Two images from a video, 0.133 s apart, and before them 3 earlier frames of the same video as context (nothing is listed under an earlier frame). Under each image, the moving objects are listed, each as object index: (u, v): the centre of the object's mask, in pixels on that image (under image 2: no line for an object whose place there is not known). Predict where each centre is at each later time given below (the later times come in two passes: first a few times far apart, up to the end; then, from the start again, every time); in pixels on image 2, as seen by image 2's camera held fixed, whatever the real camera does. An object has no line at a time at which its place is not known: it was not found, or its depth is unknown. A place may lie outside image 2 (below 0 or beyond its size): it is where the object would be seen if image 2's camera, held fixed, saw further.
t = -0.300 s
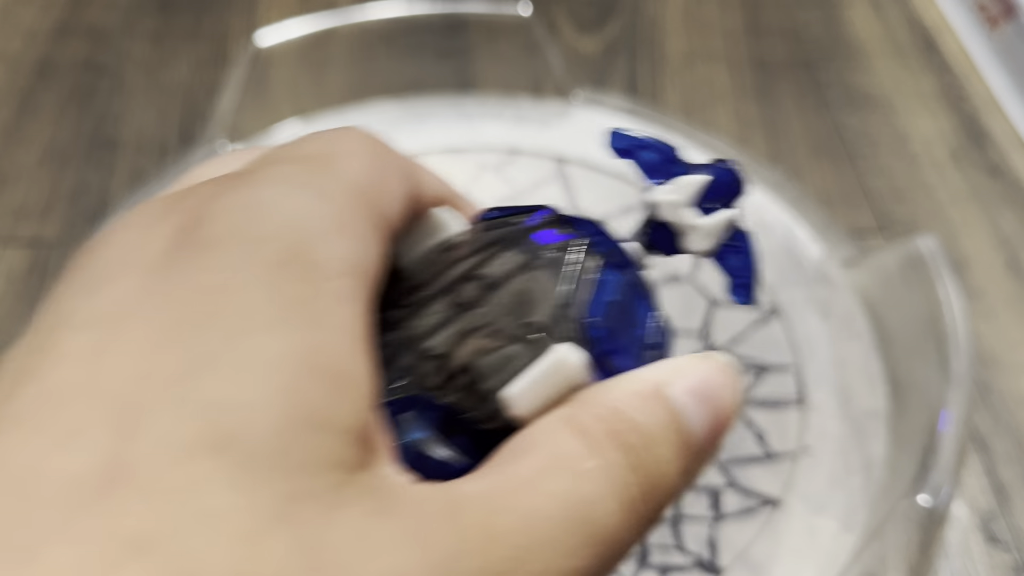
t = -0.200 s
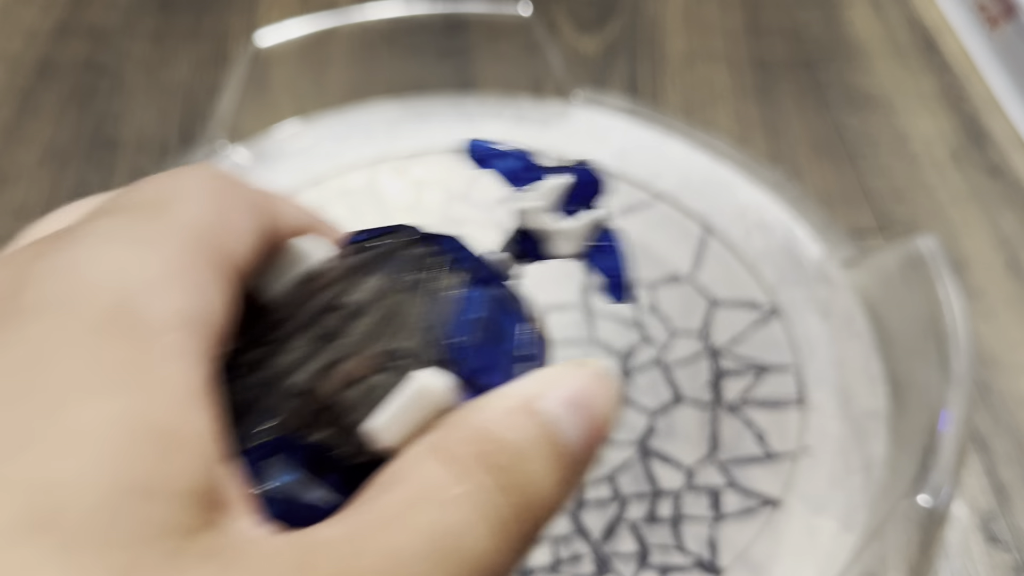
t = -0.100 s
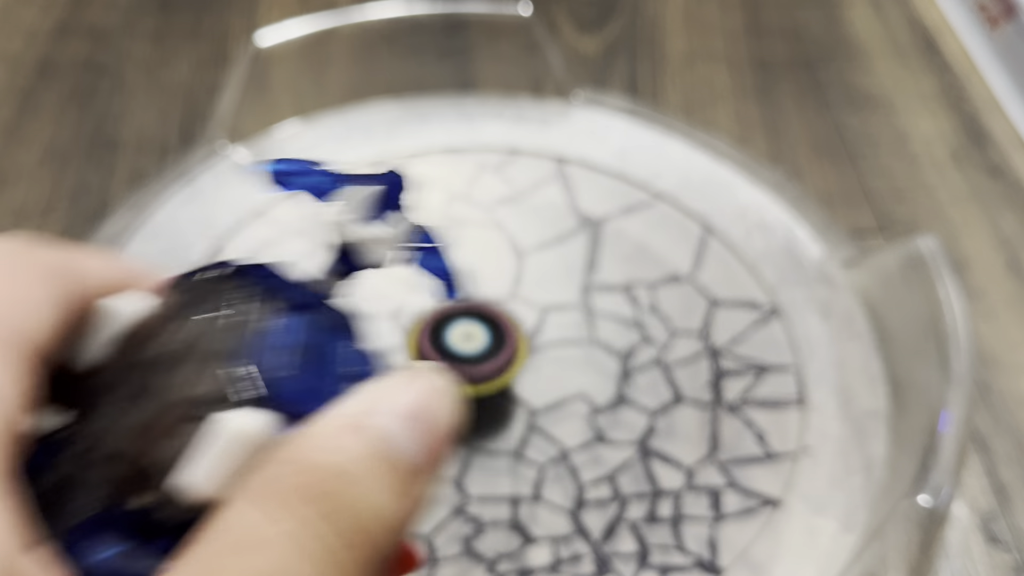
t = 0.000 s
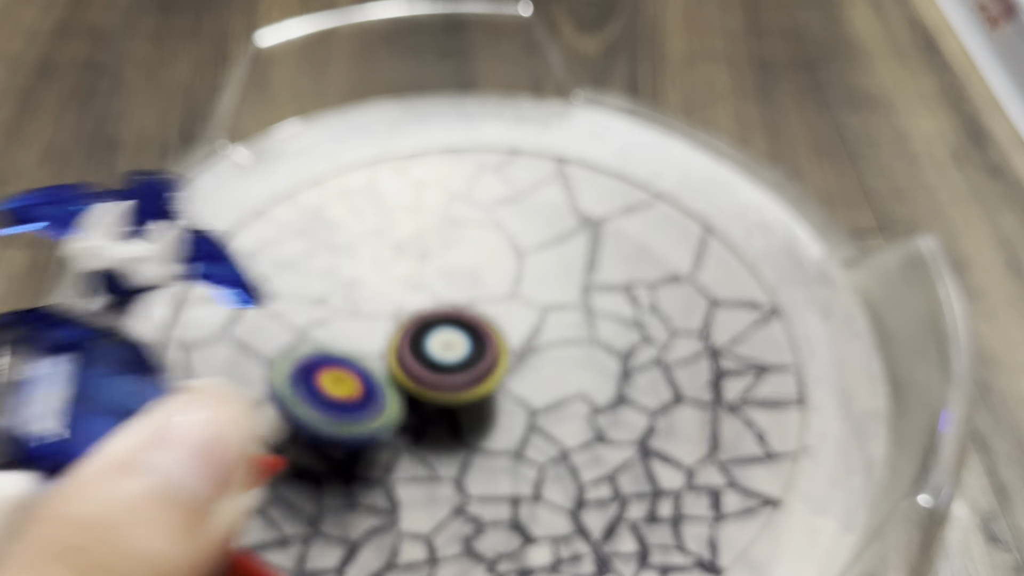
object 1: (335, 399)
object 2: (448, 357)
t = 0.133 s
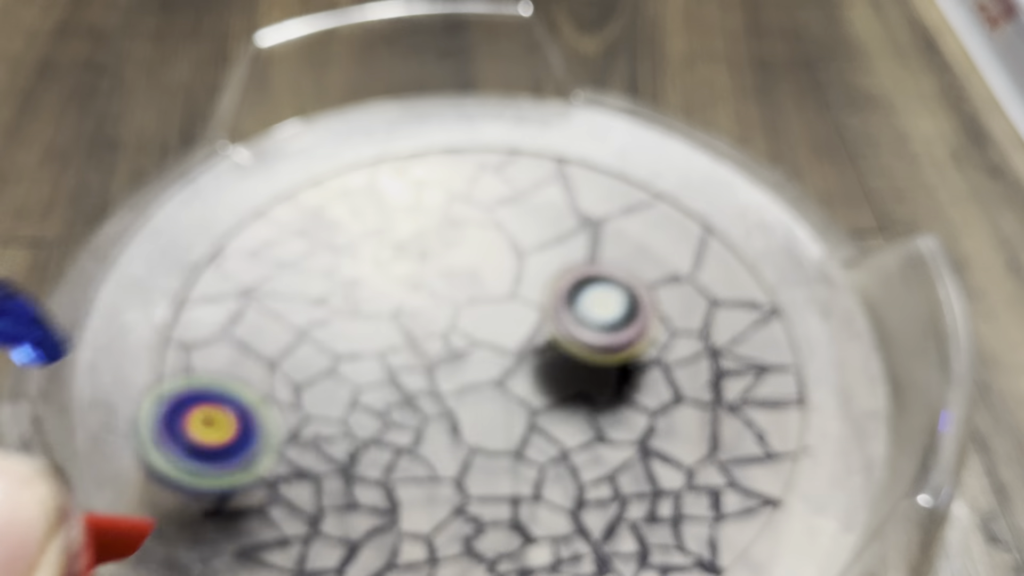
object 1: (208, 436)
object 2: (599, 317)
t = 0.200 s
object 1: (196, 435)
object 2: (619, 293)
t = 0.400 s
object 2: (607, 242)
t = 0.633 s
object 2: (544, 239)
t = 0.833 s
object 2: (508, 269)
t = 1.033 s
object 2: (513, 298)
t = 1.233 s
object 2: (533, 285)
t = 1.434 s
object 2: (529, 324)
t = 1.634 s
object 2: (540, 365)
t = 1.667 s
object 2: (542, 372)
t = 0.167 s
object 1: (195, 437)
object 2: (614, 304)
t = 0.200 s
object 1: (196, 435)
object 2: (619, 293)
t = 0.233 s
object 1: (208, 433)
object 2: (619, 283)
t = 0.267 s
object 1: (222, 431)
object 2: (618, 273)
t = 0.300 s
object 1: (237, 429)
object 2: (618, 263)
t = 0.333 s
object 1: (257, 425)
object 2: (615, 256)
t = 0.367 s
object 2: (611, 247)
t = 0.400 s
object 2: (607, 242)
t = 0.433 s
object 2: (600, 235)
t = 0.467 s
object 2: (592, 232)
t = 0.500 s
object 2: (584, 230)
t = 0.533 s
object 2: (573, 230)
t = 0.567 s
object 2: (563, 231)
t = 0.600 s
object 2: (553, 234)
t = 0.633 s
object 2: (544, 239)
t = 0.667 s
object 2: (533, 245)
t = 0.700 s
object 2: (524, 253)
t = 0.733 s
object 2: (517, 260)
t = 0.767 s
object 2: (513, 262)
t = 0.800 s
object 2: (512, 264)
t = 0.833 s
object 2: (508, 269)
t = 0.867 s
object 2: (506, 276)
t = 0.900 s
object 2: (501, 284)
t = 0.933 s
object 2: (498, 291)
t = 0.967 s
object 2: (495, 298)
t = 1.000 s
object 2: (499, 307)
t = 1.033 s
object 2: (513, 298)
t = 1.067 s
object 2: (526, 286)
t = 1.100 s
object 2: (534, 281)
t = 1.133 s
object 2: (536, 280)
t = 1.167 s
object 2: (535, 280)
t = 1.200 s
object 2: (534, 282)
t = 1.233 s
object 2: (533, 285)
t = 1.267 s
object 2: (532, 290)
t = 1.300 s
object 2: (530, 293)
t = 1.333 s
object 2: (530, 301)
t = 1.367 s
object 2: (528, 311)
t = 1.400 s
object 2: (527, 317)
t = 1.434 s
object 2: (529, 324)
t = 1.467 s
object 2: (530, 332)
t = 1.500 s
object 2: (532, 338)
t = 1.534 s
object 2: (534, 345)
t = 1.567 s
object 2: (536, 352)
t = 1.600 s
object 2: (538, 359)
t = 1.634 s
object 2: (540, 365)
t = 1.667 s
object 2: (542, 372)
